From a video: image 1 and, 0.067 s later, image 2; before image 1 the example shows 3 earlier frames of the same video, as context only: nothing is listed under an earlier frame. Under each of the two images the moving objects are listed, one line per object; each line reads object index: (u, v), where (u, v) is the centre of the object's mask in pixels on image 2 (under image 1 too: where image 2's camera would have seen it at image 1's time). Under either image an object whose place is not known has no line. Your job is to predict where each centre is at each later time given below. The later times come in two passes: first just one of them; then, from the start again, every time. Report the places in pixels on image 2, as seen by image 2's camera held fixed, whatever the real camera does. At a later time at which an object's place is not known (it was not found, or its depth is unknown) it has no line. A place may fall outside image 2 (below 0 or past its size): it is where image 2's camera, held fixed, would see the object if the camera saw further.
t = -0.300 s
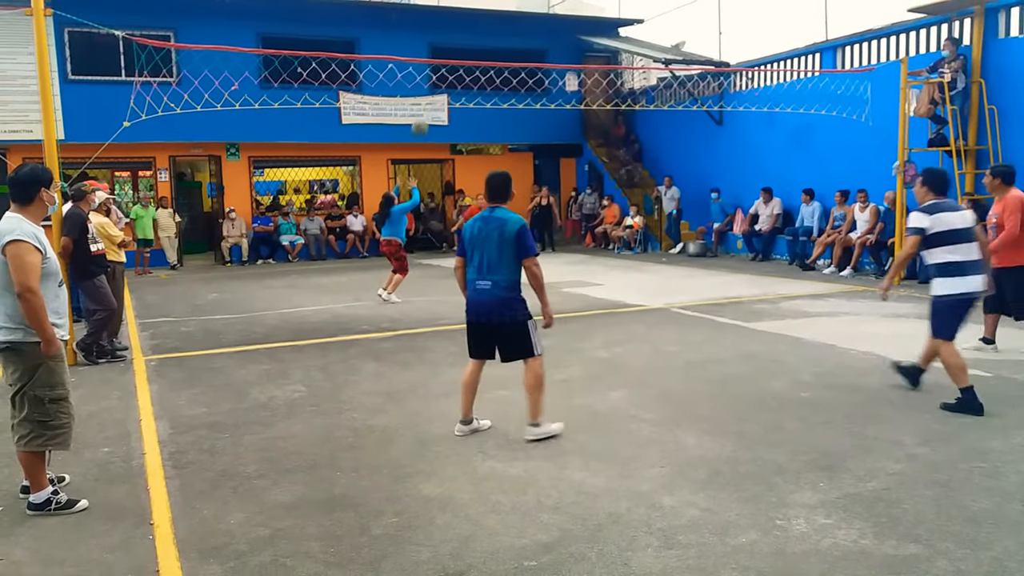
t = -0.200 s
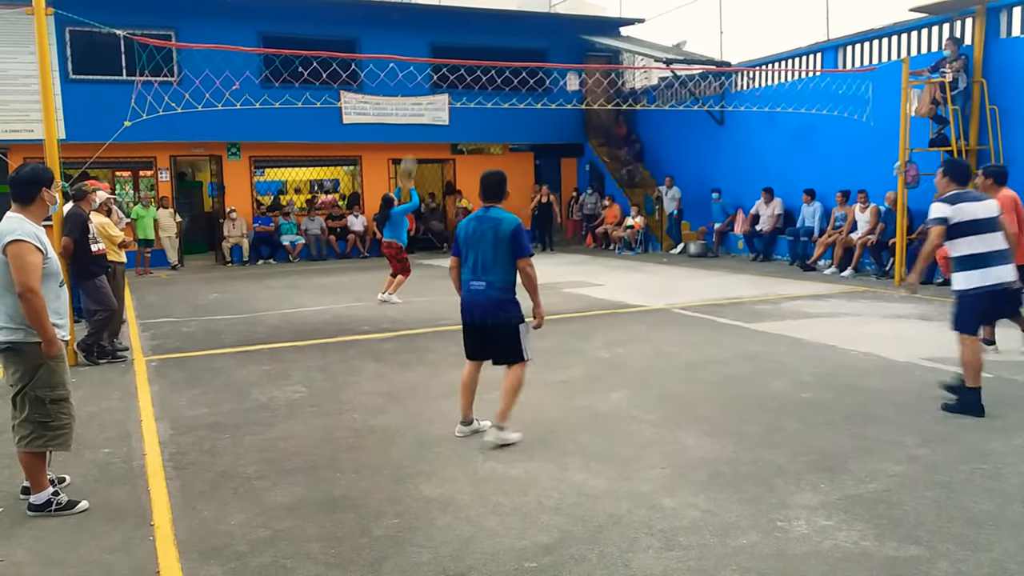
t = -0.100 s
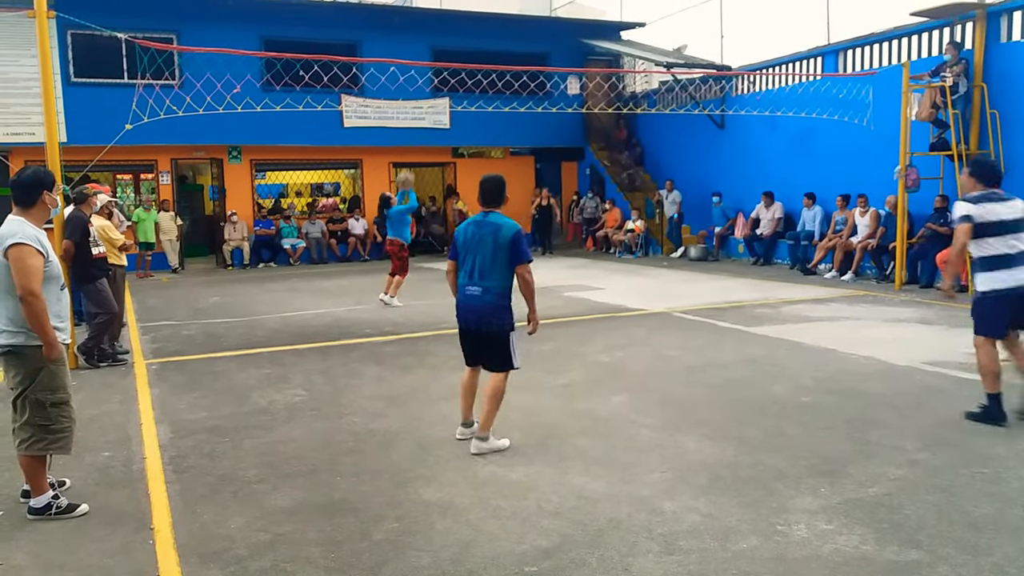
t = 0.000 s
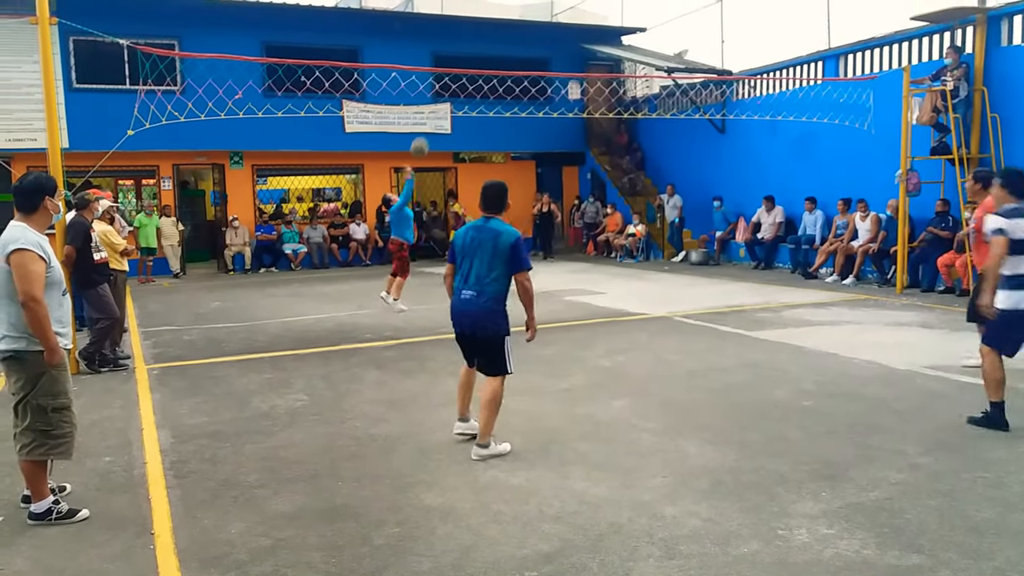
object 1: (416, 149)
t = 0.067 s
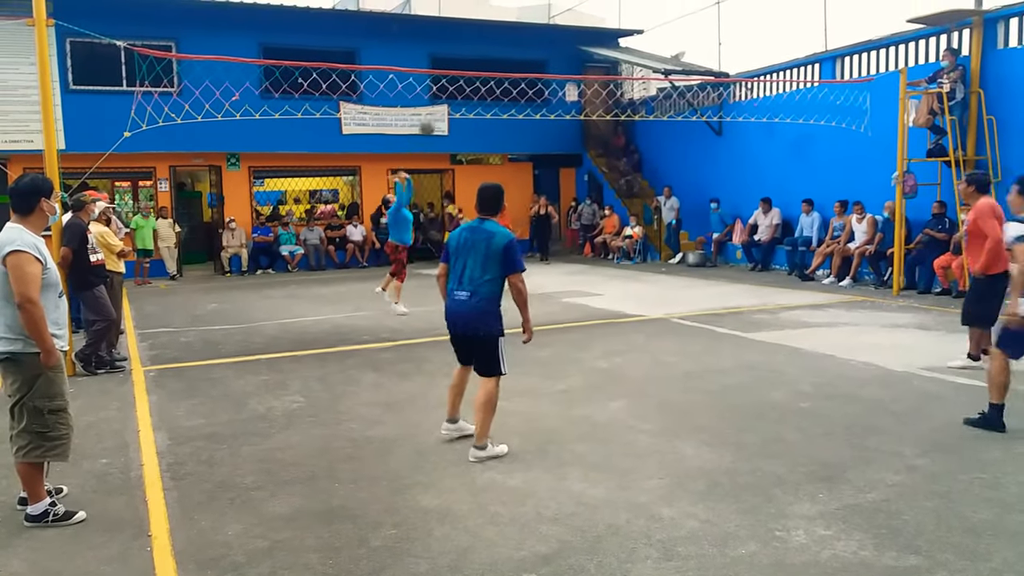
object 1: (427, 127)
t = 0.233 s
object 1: (452, 83)
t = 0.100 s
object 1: (431, 118)
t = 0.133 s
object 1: (437, 105)
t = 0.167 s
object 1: (442, 97)
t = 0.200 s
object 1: (447, 89)
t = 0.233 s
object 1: (452, 83)
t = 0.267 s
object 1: (458, 75)
